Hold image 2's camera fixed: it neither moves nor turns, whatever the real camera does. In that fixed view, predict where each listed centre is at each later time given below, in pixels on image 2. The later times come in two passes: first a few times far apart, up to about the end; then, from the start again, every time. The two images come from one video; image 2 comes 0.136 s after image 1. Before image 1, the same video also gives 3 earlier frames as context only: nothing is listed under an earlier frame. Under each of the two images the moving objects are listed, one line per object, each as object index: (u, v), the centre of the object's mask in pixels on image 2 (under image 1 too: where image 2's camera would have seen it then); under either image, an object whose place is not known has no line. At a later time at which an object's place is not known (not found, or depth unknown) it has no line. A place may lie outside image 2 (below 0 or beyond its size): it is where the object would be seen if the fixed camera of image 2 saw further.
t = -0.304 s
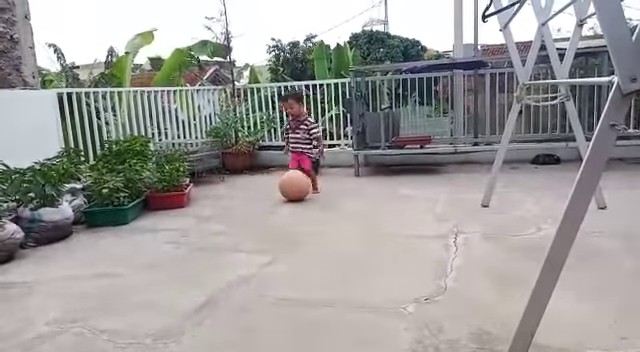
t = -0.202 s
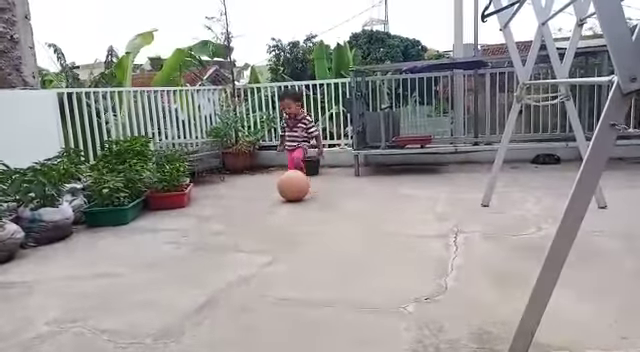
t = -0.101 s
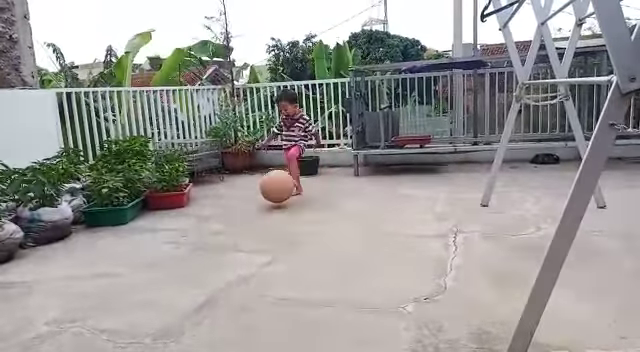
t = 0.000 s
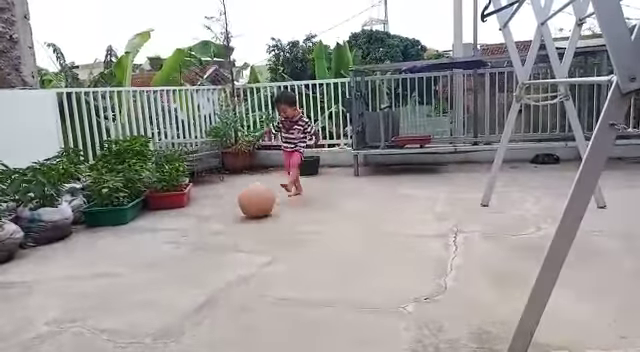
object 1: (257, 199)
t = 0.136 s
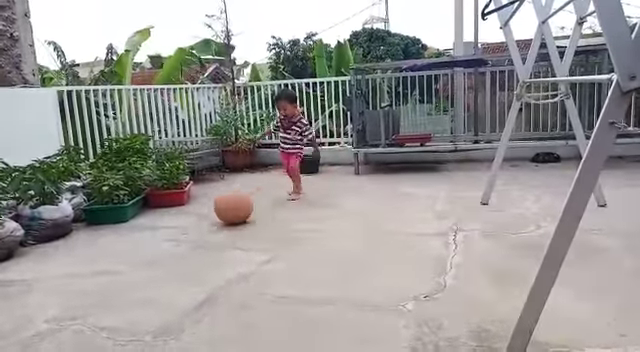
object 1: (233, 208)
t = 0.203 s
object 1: (222, 209)
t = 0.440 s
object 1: (175, 224)
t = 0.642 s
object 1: (129, 238)
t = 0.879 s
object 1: (66, 257)
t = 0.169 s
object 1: (228, 208)
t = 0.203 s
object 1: (222, 209)
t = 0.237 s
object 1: (215, 211)
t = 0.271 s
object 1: (209, 212)
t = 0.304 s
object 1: (203, 215)
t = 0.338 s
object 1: (196, 217)
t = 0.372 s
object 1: (189, 219)
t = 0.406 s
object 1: (182, 221)
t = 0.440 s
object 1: (175, 224)
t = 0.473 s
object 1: (168, 226)
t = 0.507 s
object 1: (161, 229)
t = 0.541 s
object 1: (154, 231)
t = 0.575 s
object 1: (146, 233)
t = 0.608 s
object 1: (138, 236)
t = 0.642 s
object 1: (129, 238)
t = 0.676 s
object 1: (121, 241)
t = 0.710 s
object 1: (112, 243)
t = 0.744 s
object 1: (104, 246)
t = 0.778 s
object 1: (95, 249)
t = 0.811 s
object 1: (85, 251)
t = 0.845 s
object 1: (76, 254)
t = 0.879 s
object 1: (66, 257)
